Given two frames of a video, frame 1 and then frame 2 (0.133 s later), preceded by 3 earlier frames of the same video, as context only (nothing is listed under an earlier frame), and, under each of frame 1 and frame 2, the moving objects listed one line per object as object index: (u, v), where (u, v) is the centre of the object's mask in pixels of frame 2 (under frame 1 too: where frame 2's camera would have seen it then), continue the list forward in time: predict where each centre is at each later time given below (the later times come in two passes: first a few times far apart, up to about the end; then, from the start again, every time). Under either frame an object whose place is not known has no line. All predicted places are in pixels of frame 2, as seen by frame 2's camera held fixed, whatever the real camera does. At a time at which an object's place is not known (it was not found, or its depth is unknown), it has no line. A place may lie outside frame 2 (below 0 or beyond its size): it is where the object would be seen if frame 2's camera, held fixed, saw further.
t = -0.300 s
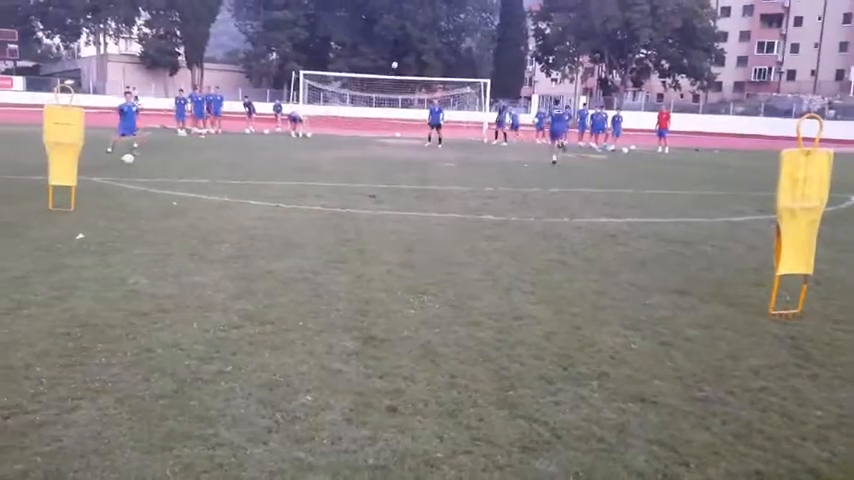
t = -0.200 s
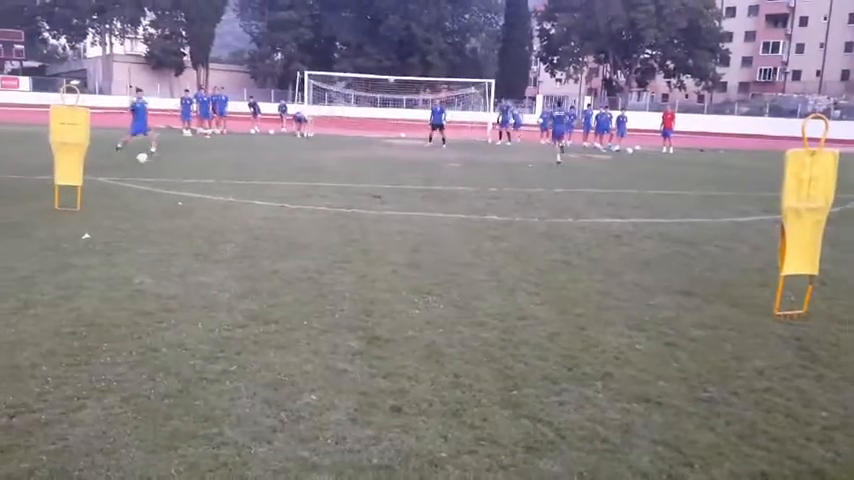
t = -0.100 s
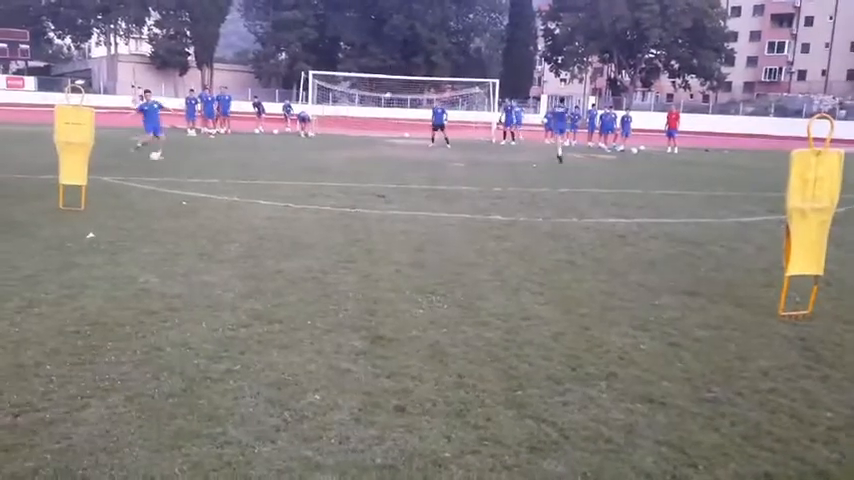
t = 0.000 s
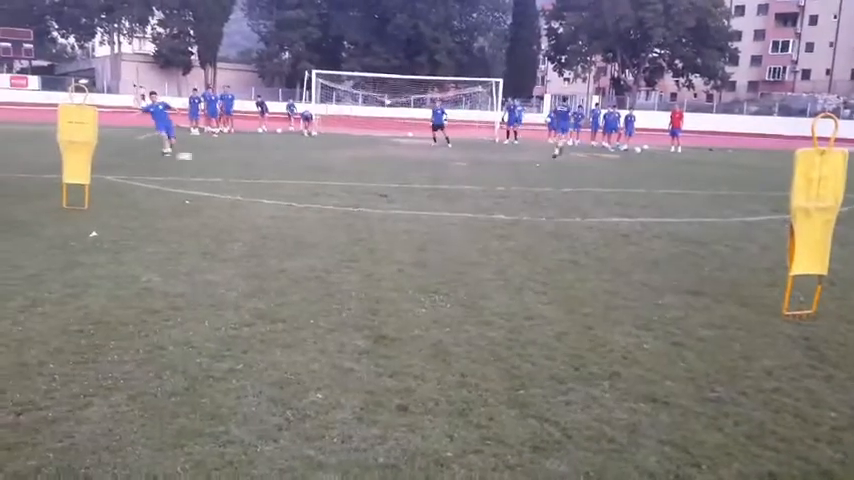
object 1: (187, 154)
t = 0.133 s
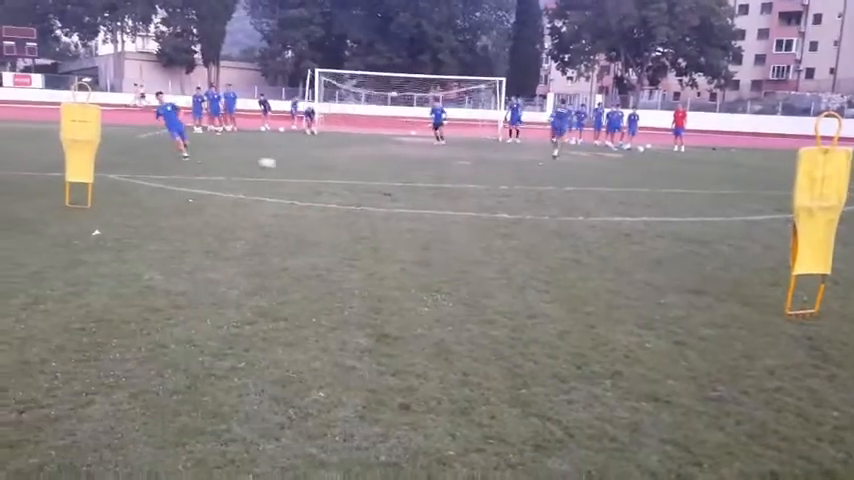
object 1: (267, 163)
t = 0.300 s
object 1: (367, 171)
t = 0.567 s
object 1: (527, 186)
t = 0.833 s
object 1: (674, 198)
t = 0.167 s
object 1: (286, 164)
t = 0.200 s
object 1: (306, 166)
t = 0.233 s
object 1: (327, 168)
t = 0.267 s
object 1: (347, 169)
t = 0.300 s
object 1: (367, 171)
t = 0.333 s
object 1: (387, 173)
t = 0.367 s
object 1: (408, 176)
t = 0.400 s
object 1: (427, 178)
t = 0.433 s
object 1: (447, 179)
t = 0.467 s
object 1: (467, 182)
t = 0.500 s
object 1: (488, 183)
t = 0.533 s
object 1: (508, 185)
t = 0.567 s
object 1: (527, 186)
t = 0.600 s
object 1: (544, 185)
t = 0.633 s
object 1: (563, 185)
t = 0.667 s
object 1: (581, 185)
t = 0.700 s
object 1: (599, 186)
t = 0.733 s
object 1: (618, 188)
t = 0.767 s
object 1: (637, 191)
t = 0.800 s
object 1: (655, 194)
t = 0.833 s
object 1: (674, 198)
